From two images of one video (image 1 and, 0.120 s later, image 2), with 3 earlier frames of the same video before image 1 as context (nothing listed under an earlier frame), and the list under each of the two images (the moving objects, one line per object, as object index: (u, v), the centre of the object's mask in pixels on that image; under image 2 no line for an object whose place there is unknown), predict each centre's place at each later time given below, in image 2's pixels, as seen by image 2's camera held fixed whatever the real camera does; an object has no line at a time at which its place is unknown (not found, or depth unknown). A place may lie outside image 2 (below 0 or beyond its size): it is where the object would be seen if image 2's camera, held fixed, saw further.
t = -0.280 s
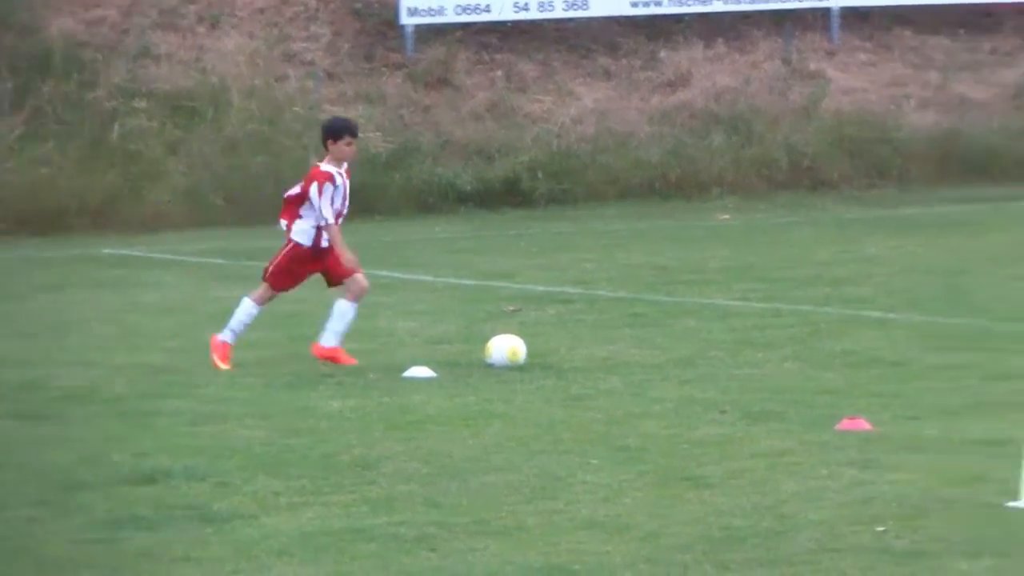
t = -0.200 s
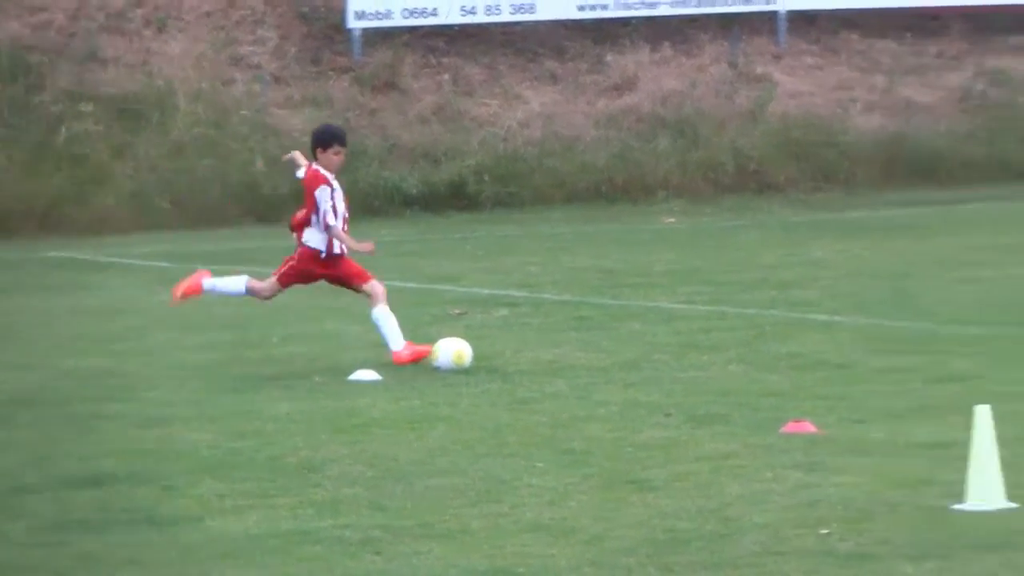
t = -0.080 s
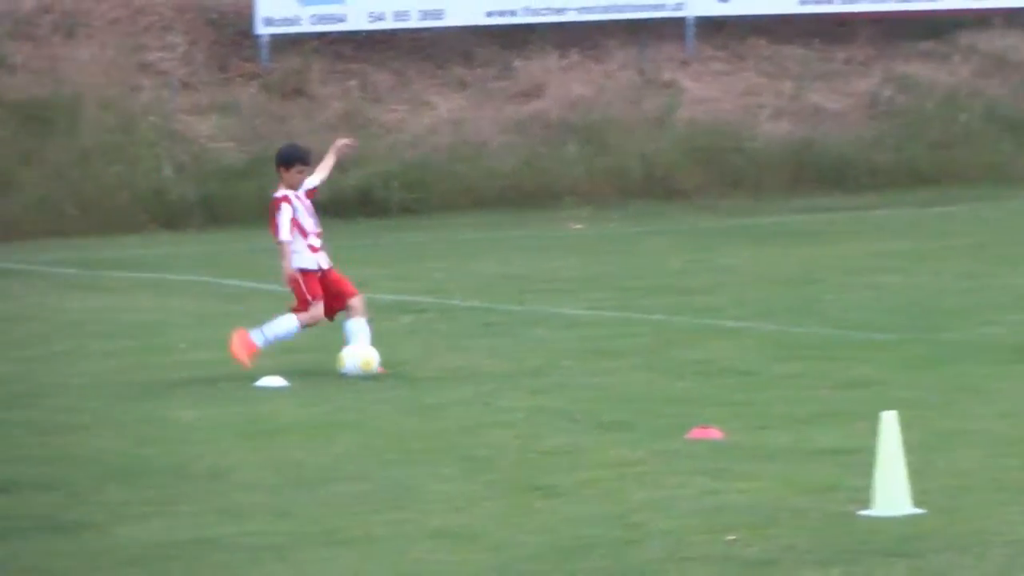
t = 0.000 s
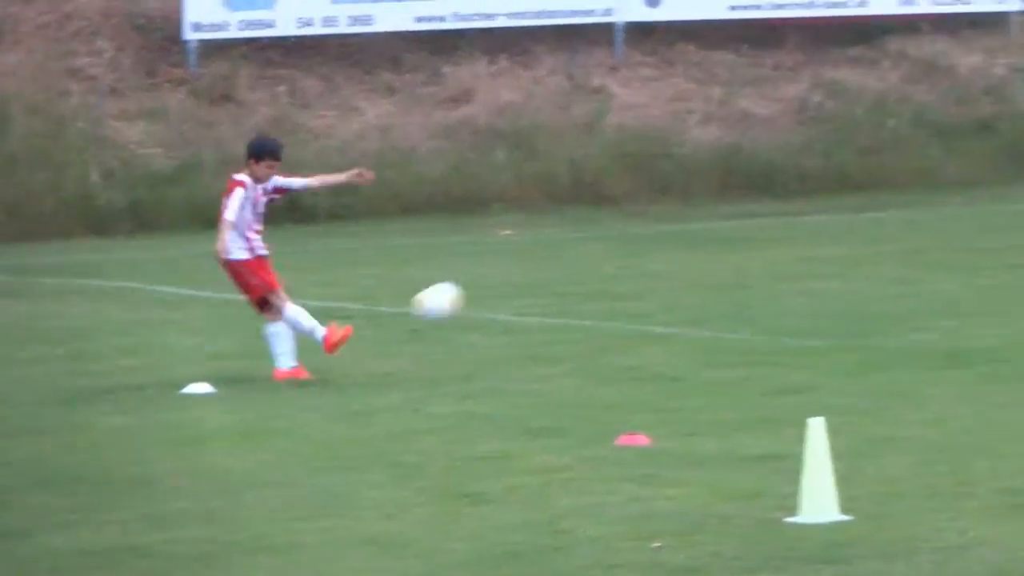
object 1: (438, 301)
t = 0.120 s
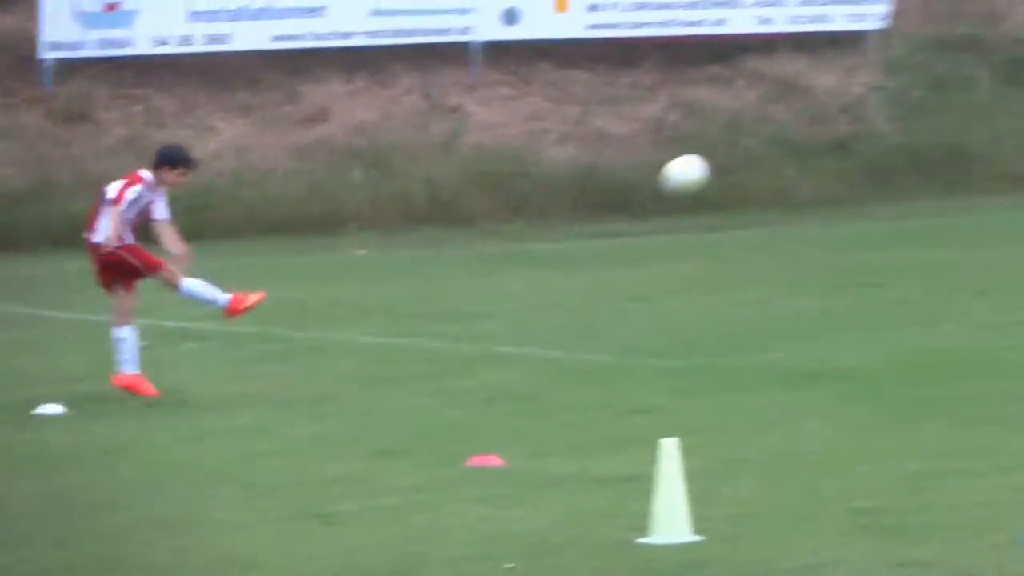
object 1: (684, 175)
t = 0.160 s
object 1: (808, 131)
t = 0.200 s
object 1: (931, 89)
